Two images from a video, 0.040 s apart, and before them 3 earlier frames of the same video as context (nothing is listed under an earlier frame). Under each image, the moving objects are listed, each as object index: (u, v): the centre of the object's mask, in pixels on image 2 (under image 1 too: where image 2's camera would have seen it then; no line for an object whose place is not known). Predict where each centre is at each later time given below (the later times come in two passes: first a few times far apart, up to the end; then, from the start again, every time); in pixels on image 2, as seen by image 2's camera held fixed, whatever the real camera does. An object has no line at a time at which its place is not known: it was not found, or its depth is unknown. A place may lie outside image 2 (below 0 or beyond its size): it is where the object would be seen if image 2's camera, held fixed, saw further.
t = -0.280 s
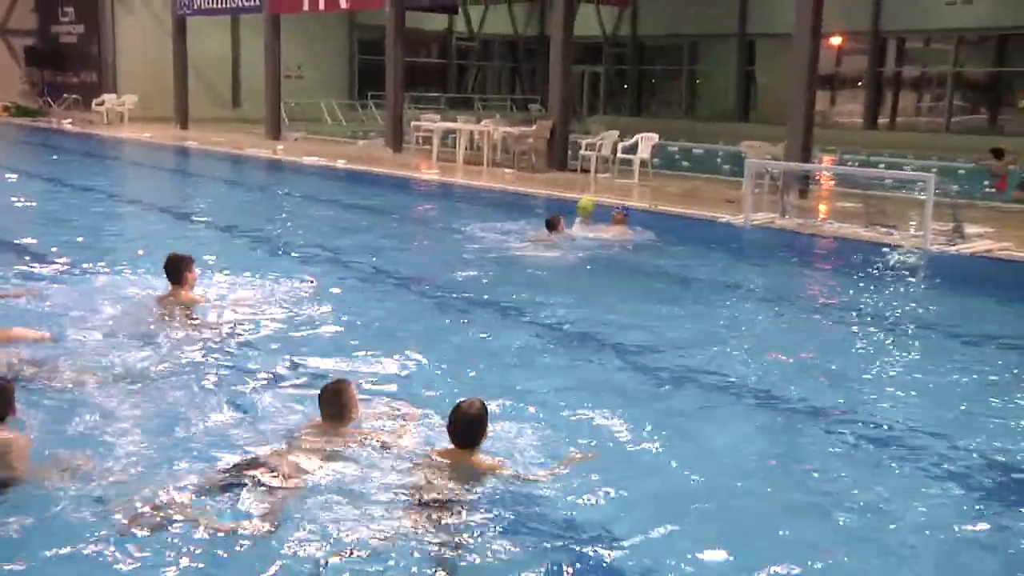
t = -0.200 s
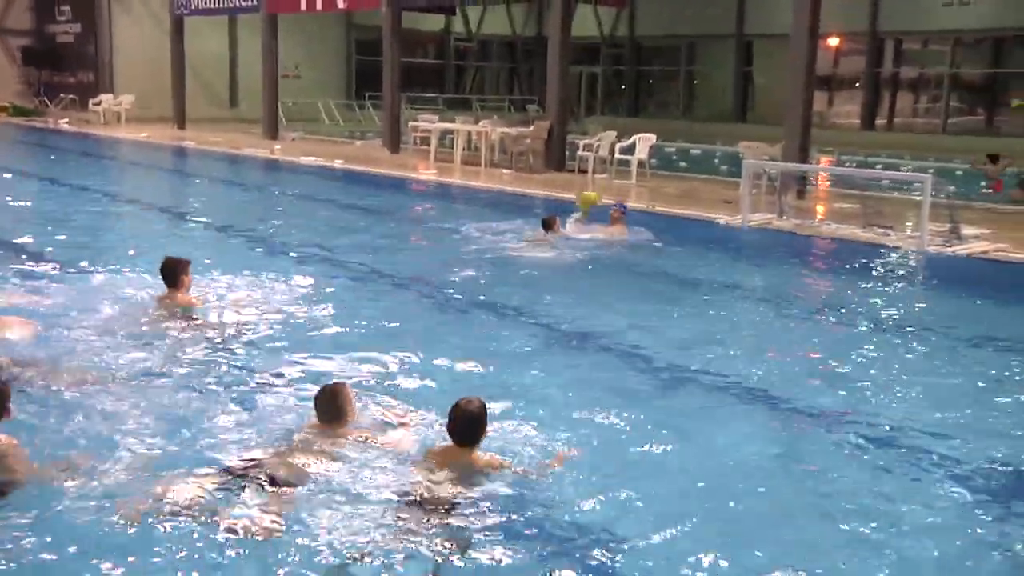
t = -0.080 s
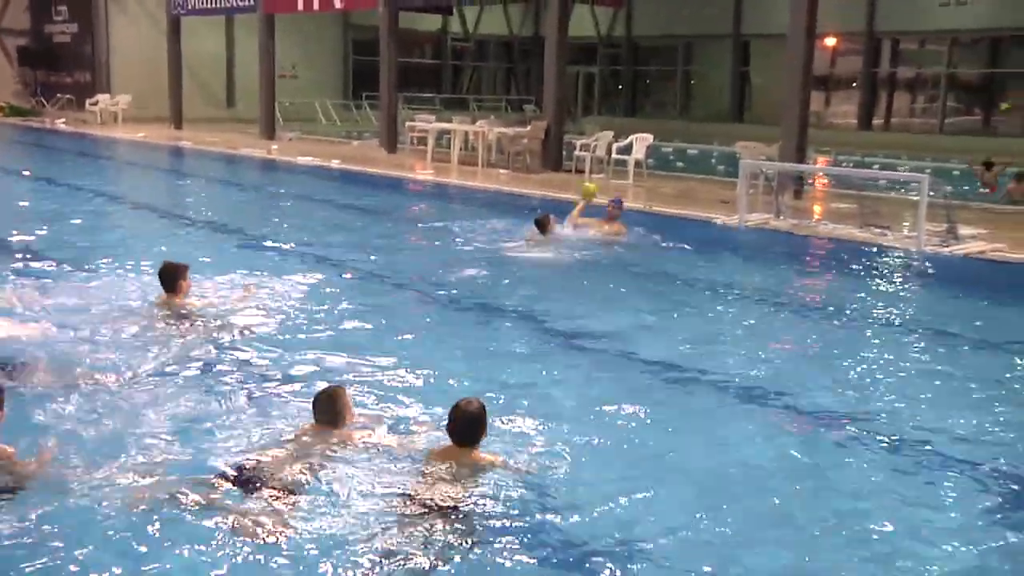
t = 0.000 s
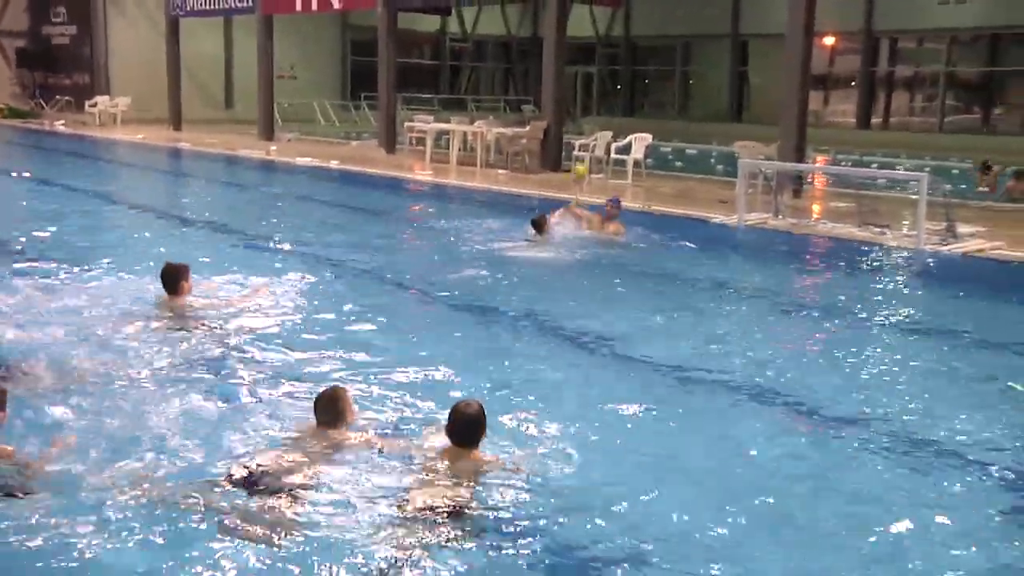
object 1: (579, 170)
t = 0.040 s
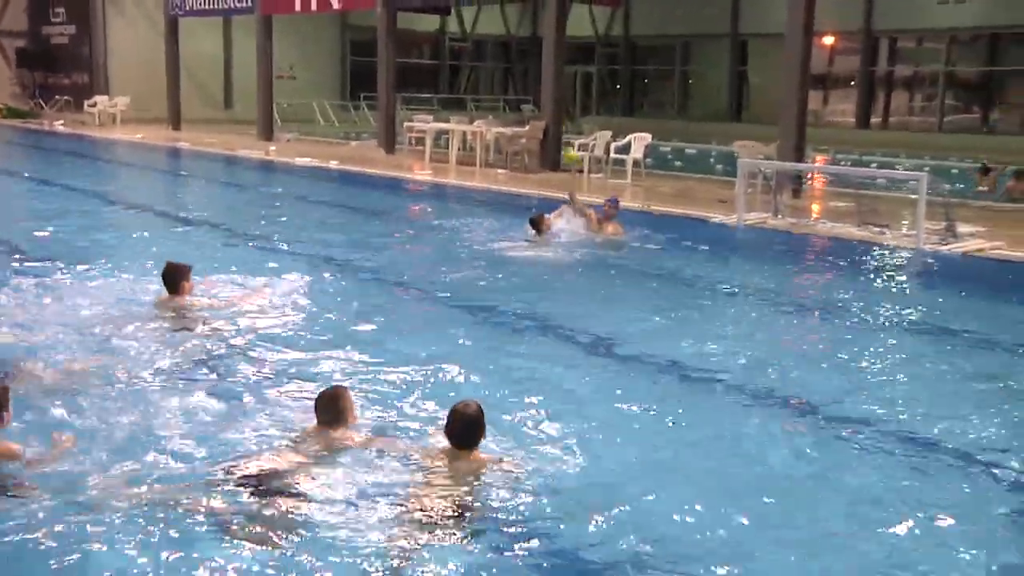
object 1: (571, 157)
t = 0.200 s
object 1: (536, 102)
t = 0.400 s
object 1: (480, 58)
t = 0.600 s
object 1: (407, 55)
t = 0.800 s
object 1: (313, 111)
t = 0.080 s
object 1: (562, 140)
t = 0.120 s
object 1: (554, 127)
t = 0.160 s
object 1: (546, 113)
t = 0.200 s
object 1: (536, 102)
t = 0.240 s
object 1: (526, 91)
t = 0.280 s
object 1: (516, 81)
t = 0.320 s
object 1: (504, 72)
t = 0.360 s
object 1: (493, 64)
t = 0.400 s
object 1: (480, 58)
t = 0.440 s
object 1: (468, 54)
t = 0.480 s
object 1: (453, 51)
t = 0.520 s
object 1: (439, 50)
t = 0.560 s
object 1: (424, 51)
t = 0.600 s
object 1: (407, 55)
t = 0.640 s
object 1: (390, 60)
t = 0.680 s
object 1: (372, 69)
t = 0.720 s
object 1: (354, 80)
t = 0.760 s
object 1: (334, 92)
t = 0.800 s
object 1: (313, 111)
